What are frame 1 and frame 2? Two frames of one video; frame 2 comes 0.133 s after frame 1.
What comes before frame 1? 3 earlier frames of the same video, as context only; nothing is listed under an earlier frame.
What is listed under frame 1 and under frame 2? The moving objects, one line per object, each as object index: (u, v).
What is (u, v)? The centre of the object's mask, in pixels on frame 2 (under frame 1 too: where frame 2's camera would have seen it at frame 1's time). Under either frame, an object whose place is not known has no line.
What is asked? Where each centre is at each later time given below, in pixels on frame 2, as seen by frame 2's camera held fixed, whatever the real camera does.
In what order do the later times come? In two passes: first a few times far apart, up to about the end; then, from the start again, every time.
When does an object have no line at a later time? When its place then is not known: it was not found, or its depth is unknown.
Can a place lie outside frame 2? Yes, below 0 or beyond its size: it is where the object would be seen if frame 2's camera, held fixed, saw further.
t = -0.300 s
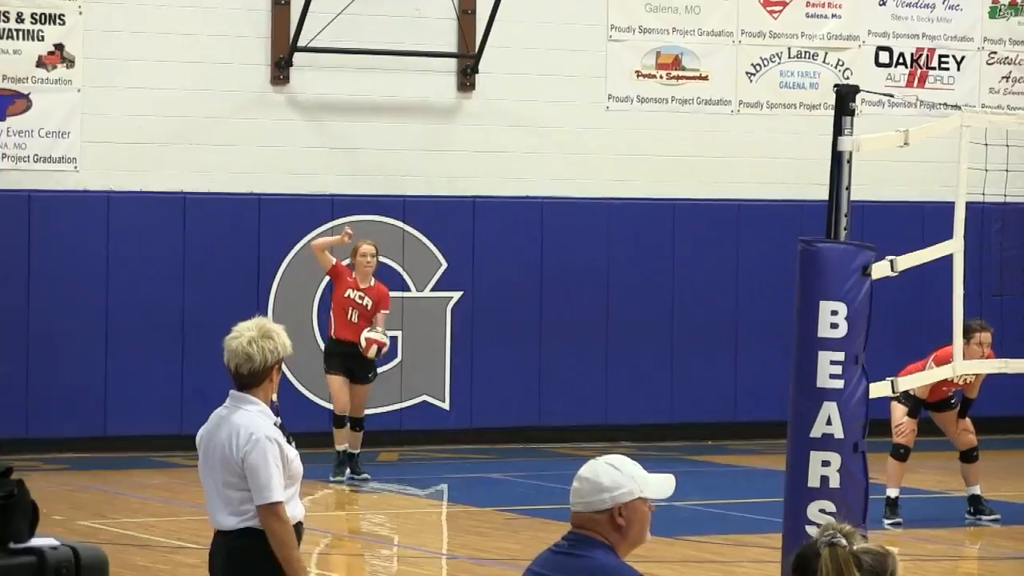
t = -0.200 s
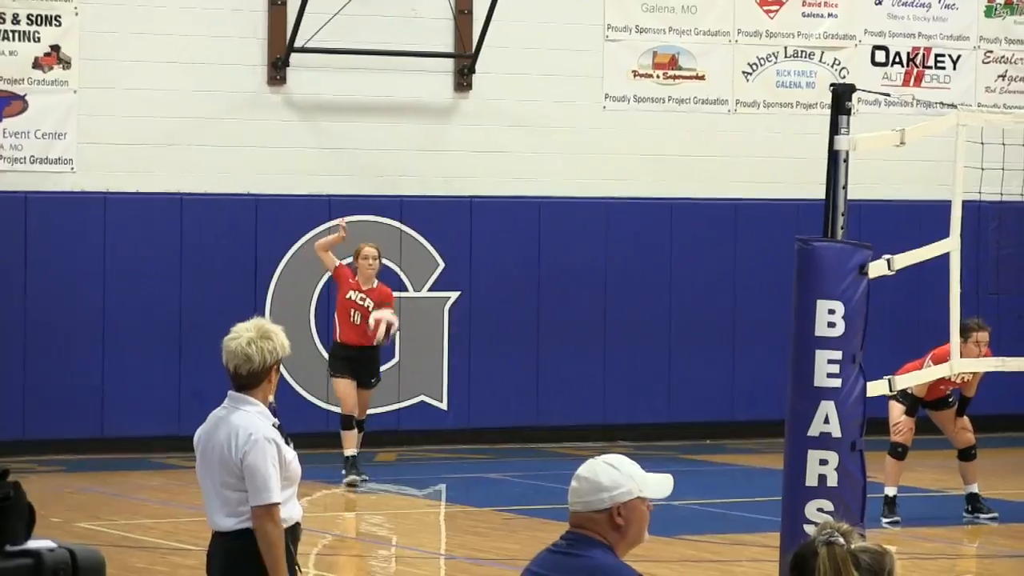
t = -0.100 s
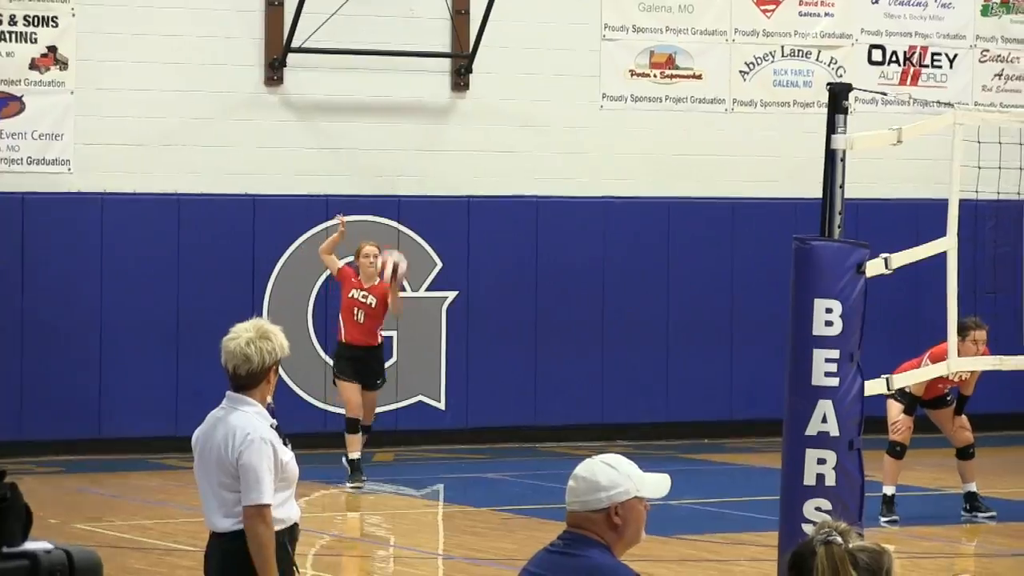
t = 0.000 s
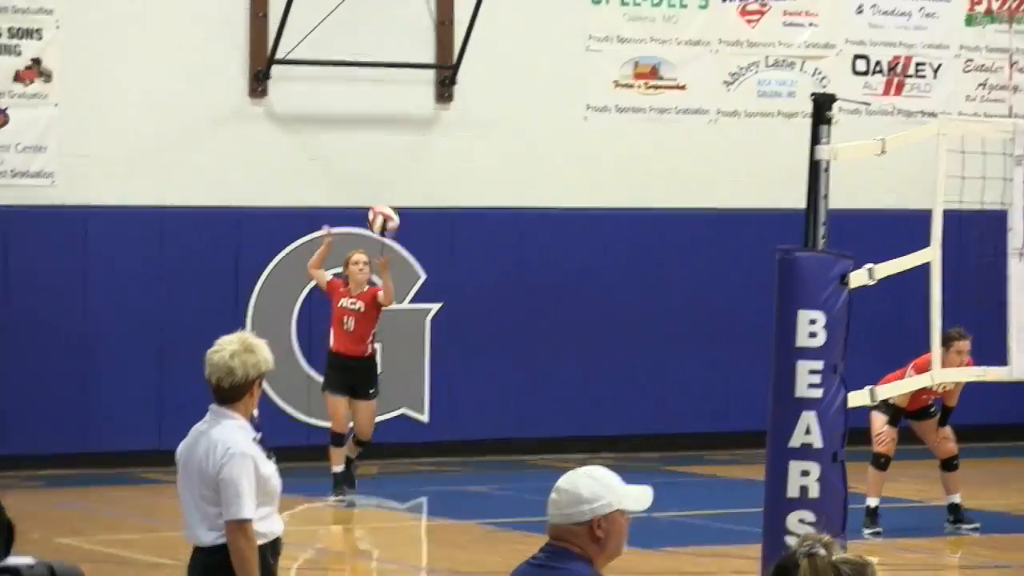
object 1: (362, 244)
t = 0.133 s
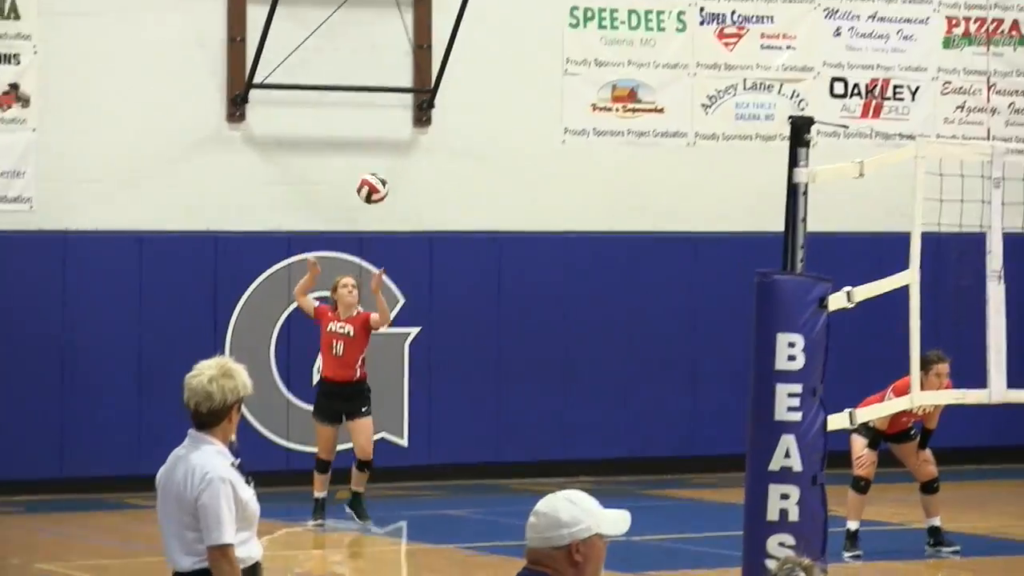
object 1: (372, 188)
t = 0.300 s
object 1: (384, 156)
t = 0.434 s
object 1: (394, 160)
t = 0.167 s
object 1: (375, 179)
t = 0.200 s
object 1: (377, 170)
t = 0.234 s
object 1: (380, 164)
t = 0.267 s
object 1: (382, 159)
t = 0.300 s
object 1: (384, 156)
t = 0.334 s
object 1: (387, 154)
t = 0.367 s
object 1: (389, 154)
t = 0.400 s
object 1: (391, 156)
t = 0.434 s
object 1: (394, 160)
